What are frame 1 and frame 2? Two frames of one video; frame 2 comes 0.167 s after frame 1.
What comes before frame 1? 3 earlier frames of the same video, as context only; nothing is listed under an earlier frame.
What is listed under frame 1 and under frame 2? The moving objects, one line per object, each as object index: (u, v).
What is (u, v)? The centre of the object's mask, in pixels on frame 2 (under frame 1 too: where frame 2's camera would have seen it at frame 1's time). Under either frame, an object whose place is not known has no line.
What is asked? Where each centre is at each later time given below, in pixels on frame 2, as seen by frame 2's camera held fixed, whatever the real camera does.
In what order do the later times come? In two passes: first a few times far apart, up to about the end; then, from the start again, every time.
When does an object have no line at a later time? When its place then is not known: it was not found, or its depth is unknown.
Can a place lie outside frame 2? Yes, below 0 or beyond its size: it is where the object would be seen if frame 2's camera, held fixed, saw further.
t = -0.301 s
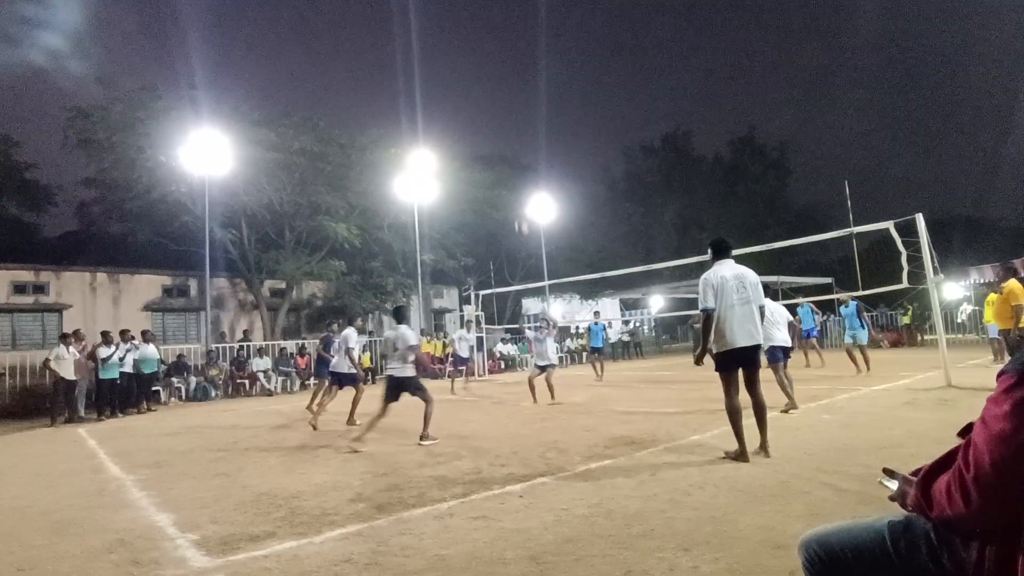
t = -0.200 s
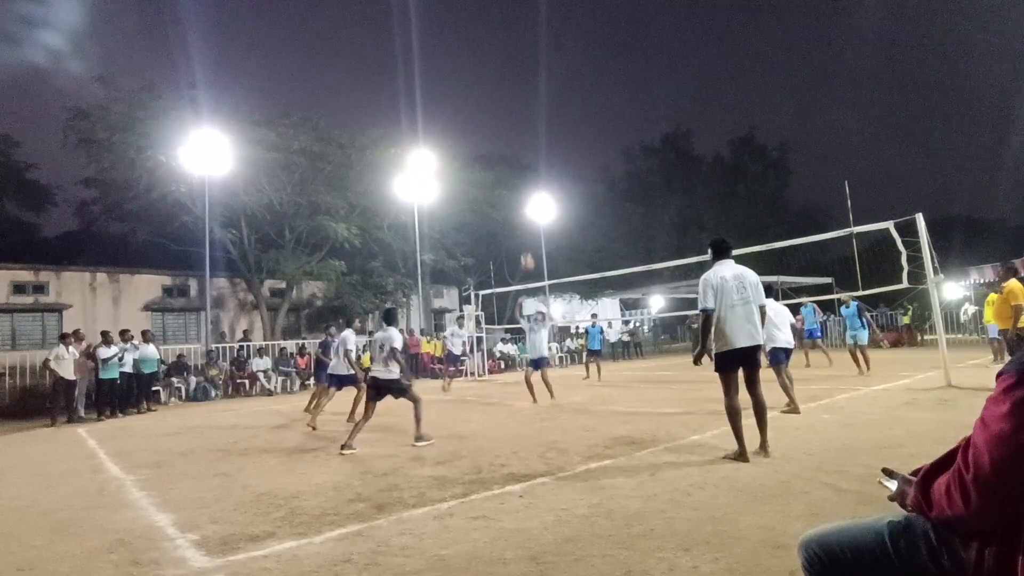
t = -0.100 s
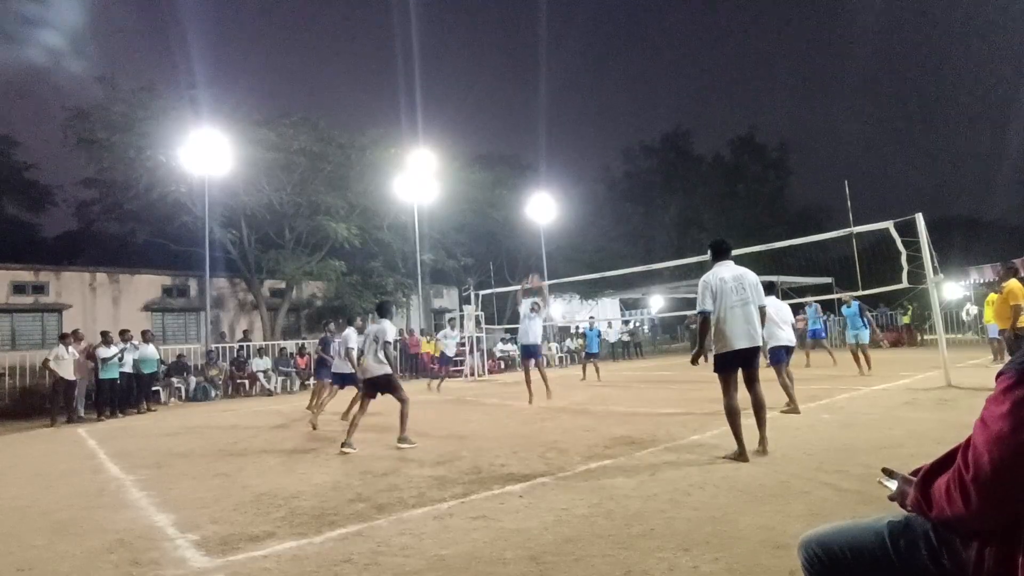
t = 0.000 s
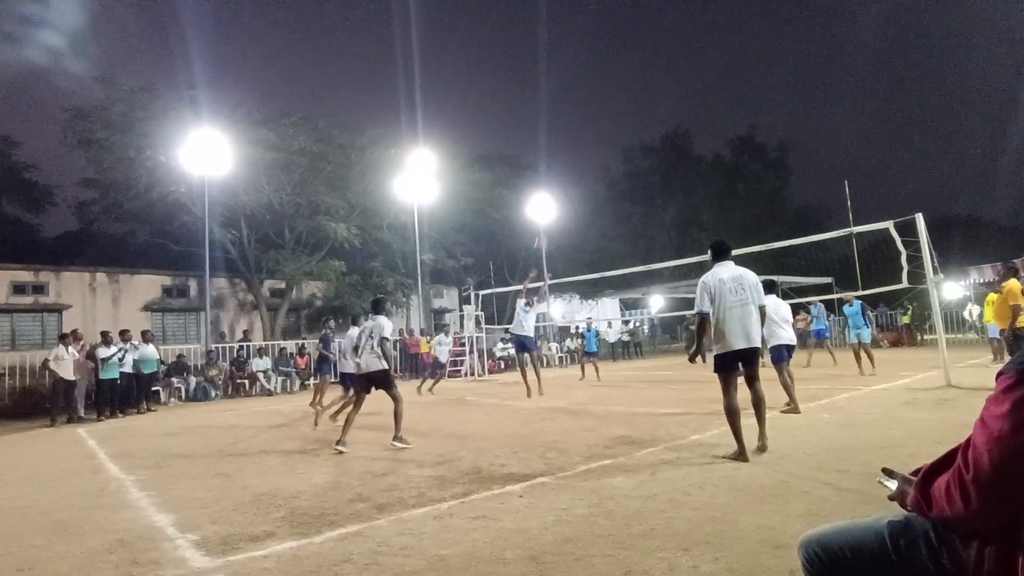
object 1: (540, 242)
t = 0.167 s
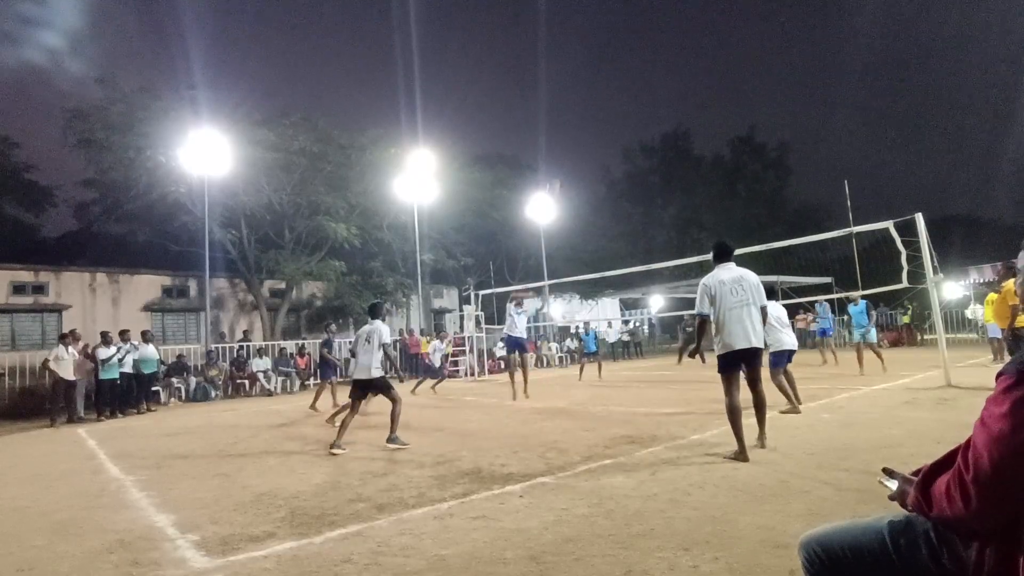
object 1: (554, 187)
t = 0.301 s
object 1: (563, 155)
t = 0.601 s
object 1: (588, 119)
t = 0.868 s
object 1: (616, 128)
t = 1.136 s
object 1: (647, 180)
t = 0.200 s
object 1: (556, 178)
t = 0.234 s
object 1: (558, 170)
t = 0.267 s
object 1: (560, 163)
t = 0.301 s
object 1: (563, 155)
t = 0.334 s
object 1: (565, 149)
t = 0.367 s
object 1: (568, 143)
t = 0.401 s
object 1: (571, 138)
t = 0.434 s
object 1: (574, 133)
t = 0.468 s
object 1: (576, 129)
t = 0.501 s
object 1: (579, 126)
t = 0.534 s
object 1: (582, 123)
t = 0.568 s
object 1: (585, 120)
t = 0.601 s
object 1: (588, 119)
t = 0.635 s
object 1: (591, 117)
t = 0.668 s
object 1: (595, 117)
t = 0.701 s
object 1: (598, 117)
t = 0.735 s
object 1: (601, 118)
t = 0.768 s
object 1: (605, 119)
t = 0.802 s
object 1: (608, 121)
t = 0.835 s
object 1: (612, 124)
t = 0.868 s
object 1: (616, 128)
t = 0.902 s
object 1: (619, 132)
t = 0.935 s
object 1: (623, 137)
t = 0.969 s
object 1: (627, 142)
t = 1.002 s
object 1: (631, 149)
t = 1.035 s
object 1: (635, 155)
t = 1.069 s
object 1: (639, 163)
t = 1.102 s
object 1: (643, 171)
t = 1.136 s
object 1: (647, 180)
